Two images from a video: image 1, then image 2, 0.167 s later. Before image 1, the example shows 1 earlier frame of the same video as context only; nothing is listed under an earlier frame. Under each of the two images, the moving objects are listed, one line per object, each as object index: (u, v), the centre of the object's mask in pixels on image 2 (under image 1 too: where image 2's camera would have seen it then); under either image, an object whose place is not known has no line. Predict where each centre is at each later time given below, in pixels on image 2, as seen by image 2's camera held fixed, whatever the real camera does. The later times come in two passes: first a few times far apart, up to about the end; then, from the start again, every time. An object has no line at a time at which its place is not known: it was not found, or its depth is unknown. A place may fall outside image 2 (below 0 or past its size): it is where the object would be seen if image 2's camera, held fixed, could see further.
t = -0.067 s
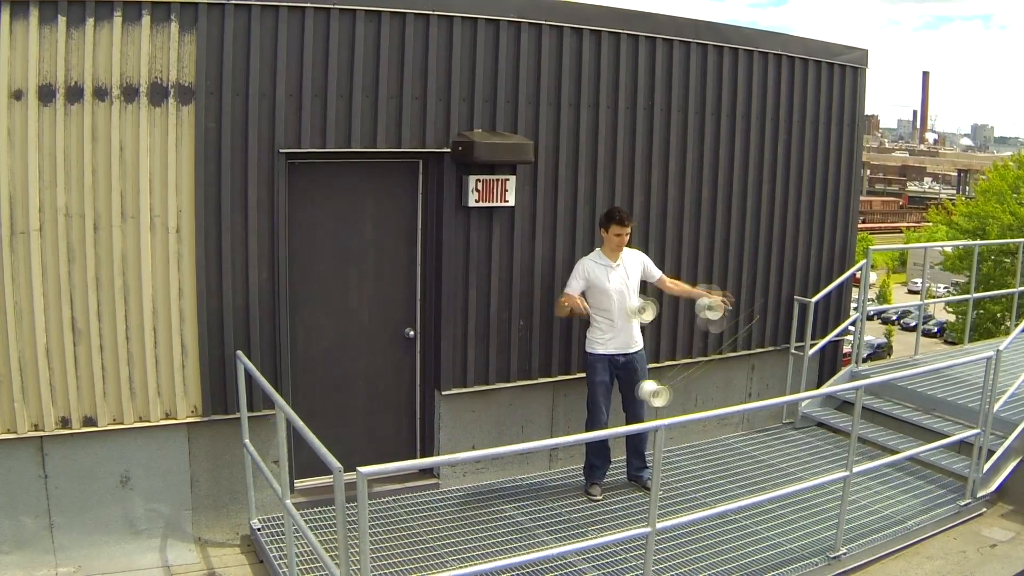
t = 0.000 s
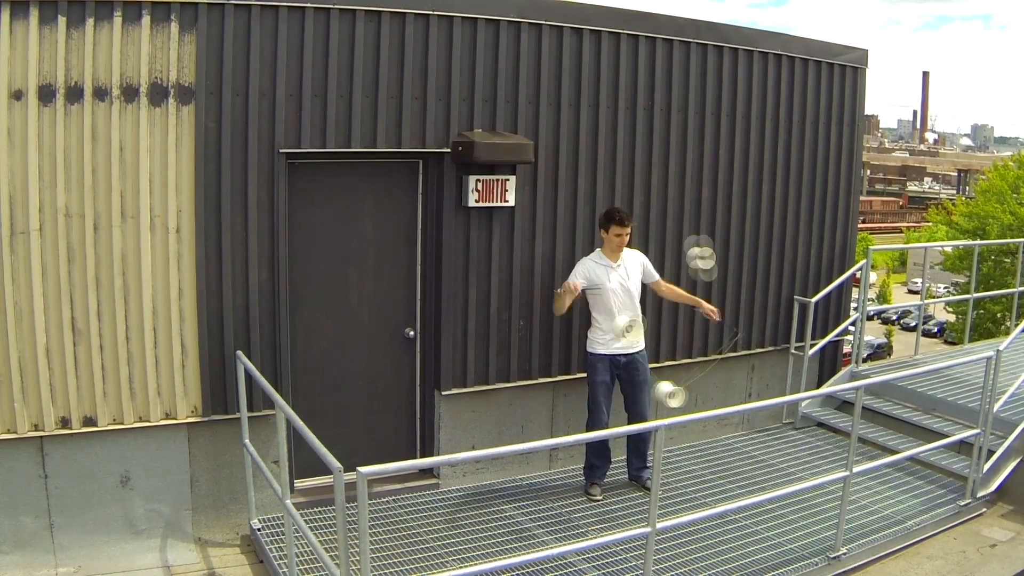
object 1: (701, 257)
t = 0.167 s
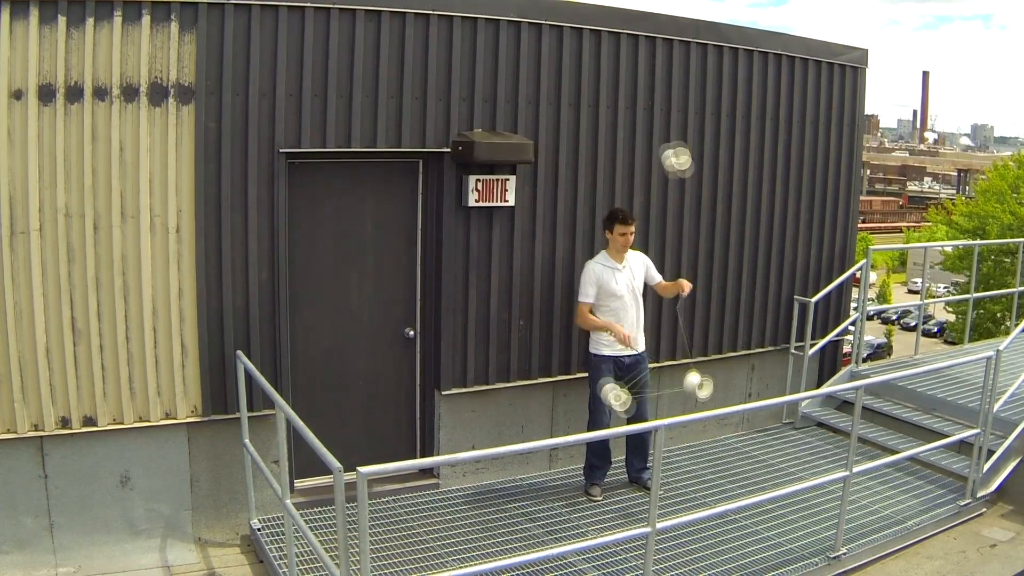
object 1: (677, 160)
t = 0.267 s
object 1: (660, 122)
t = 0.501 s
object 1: (619, 101)
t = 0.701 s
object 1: (582, 158)
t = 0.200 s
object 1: (671, 145)
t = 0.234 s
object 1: (666, 133)
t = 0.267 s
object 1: (660, 122)
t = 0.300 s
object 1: (655, 113)
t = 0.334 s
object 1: (649, 106)
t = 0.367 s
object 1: (643, 102)
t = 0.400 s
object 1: (638, 98)
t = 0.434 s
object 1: (632, 97)
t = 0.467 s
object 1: (625, 98)
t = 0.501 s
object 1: (619, 101)
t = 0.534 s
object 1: (613, 105)
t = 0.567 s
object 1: (607, 112)
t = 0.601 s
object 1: (601, 120)
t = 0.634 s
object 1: (595, 131)
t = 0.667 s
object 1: (588, 143)
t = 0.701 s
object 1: (582, 158)
